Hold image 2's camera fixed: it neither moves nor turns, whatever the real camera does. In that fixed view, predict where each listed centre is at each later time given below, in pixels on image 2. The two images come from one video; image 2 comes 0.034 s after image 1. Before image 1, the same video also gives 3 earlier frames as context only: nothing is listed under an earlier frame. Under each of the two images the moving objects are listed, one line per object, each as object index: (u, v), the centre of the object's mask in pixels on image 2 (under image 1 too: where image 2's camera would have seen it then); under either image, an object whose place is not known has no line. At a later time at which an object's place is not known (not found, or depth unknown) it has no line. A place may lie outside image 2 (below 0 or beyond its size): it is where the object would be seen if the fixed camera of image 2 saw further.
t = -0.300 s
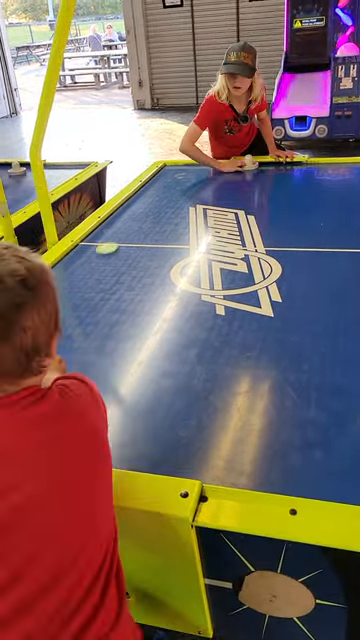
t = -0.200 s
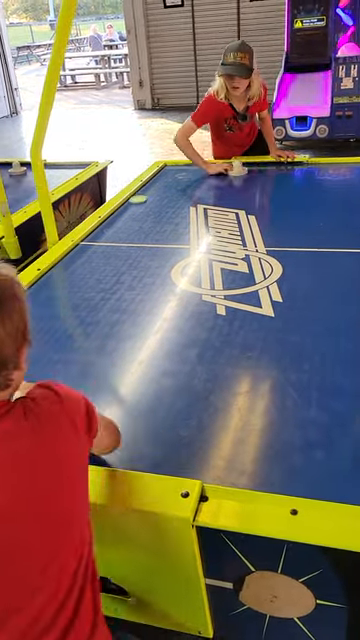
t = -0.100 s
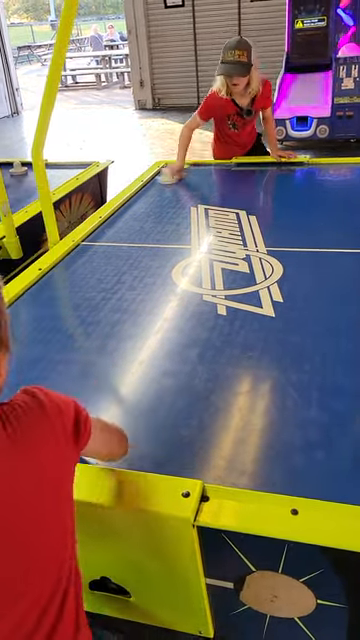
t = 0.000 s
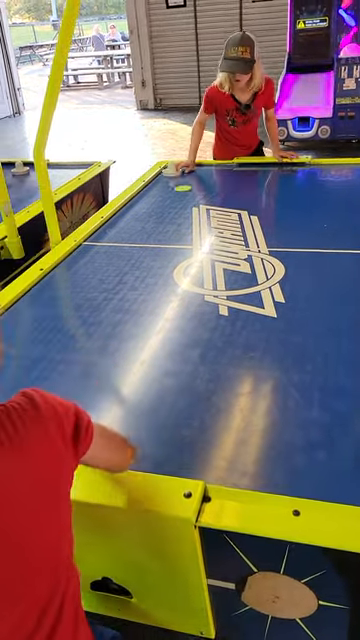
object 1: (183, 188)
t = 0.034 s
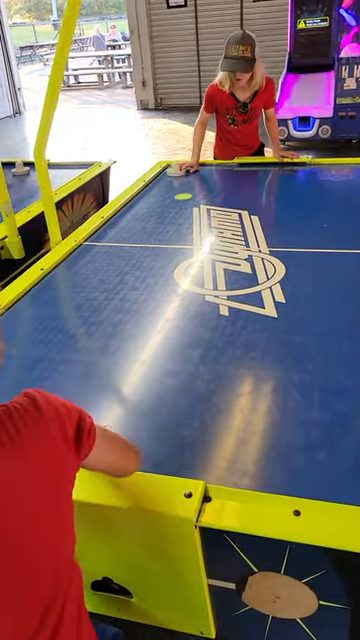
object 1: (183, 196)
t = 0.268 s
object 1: (180, 284)
